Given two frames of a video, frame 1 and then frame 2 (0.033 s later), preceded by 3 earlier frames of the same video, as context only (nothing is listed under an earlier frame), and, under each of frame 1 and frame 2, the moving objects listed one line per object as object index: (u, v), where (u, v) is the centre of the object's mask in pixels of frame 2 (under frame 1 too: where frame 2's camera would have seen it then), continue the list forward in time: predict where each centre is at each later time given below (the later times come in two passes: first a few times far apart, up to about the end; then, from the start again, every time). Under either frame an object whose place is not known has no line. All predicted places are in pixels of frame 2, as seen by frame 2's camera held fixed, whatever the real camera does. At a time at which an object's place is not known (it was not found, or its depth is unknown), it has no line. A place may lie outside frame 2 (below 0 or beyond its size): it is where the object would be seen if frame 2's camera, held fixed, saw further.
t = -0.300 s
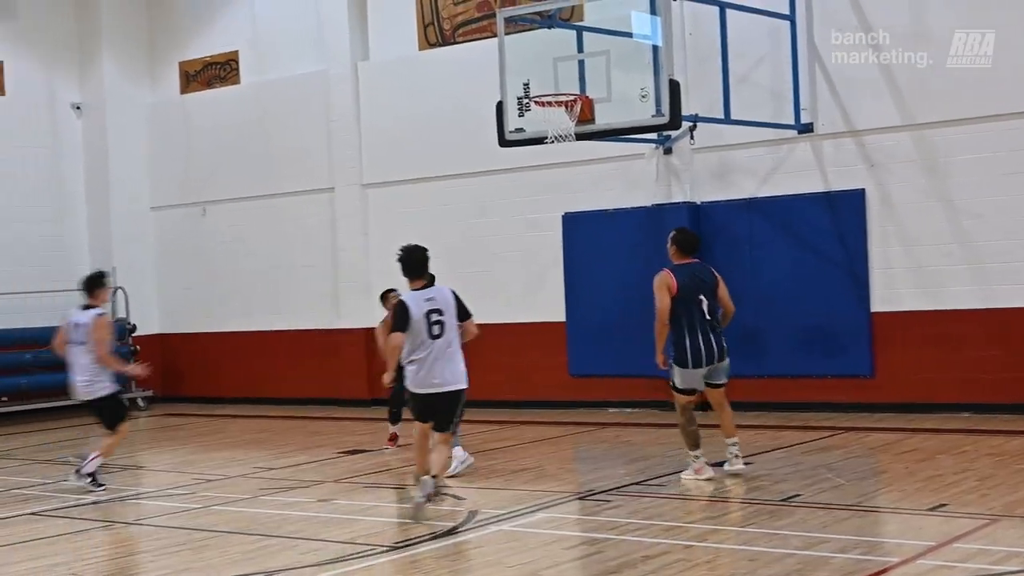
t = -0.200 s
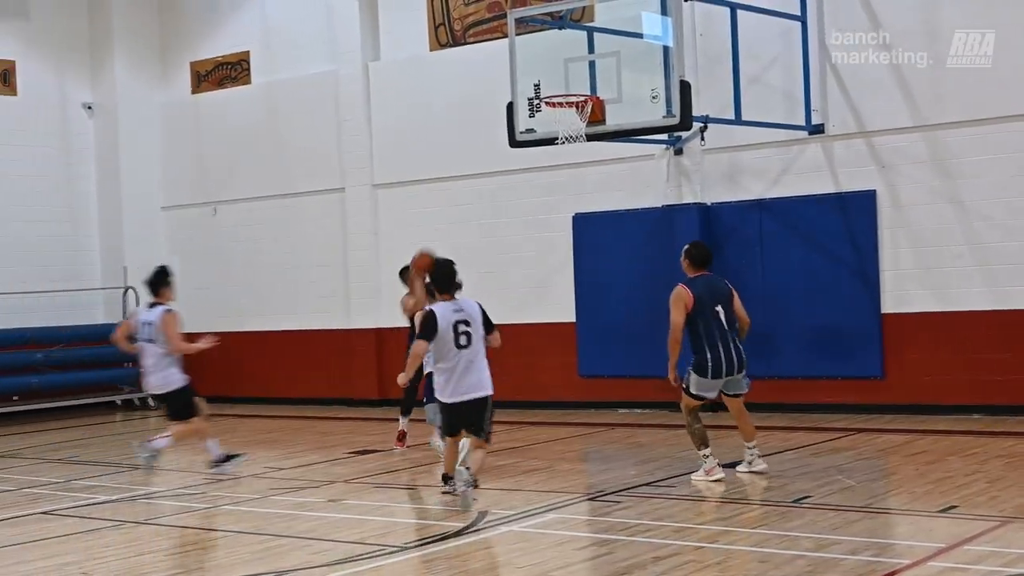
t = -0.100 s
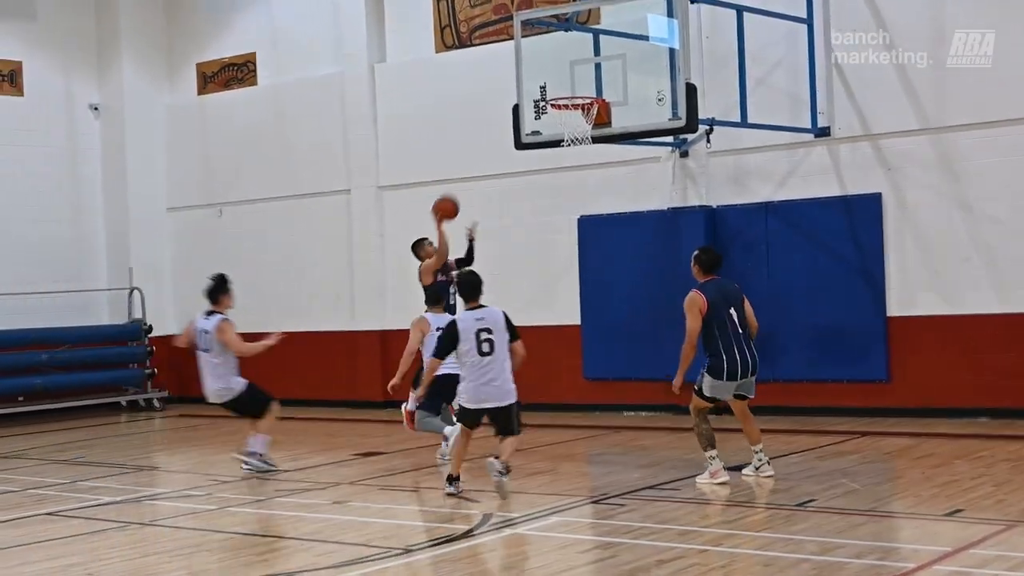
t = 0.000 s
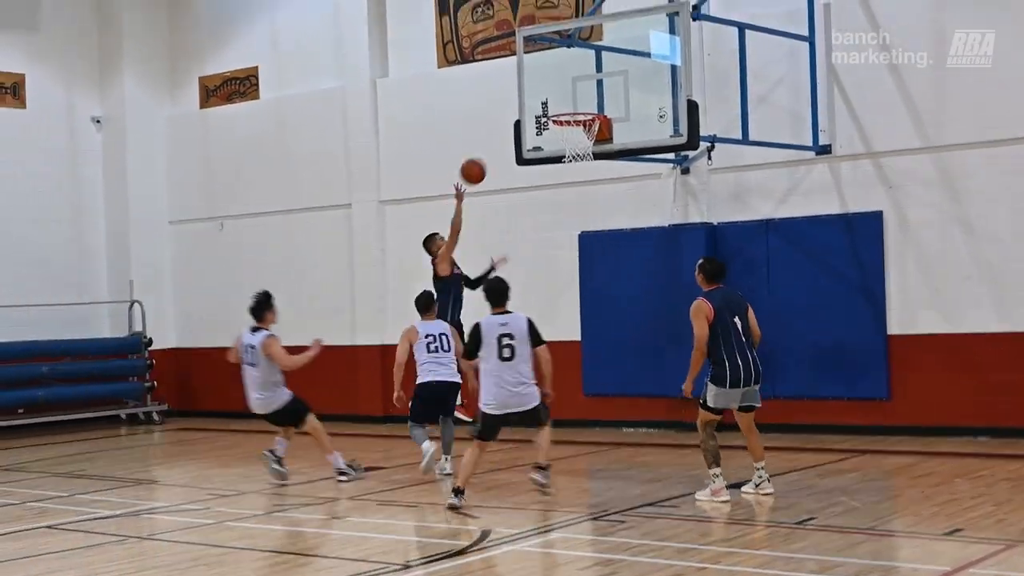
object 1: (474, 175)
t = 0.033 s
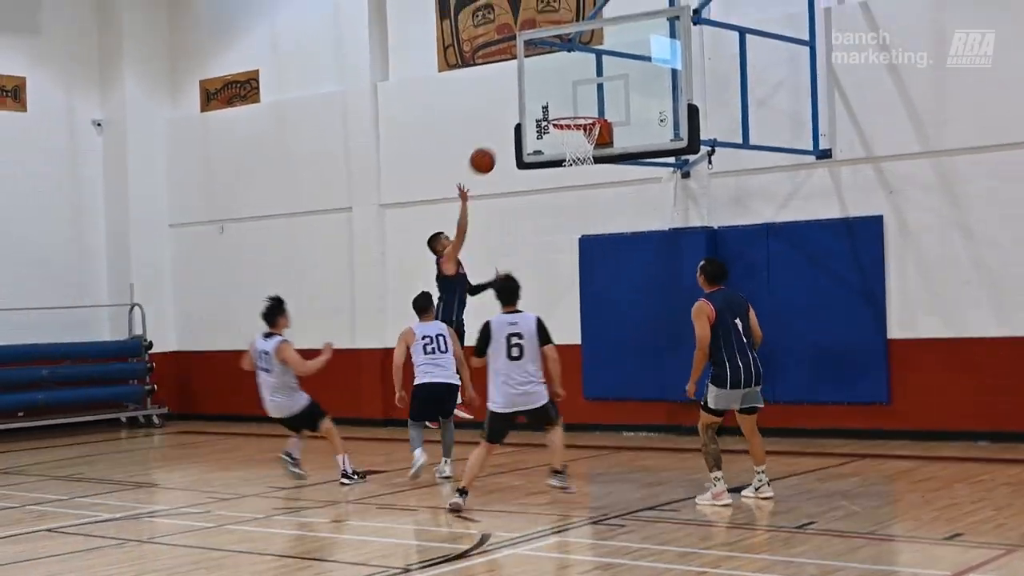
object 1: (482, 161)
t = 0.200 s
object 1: (528, 107)
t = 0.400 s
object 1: (560, 90)
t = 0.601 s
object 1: (564, 123)
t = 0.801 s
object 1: (573, 180)
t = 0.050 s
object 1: (487, 154)
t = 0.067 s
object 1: (491, 148)
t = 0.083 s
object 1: (496, 141)
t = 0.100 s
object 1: (500, 136)
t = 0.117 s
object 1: (505, 130)
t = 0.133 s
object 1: (509, 125)
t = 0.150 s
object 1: (514, 121)
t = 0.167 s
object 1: (518, 115)
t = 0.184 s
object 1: (523, 111)
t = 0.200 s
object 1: (528, 107)
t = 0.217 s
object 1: (532, 104)
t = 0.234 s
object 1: (537, 101)
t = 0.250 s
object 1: (541, 98)
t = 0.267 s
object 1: (546, 95)
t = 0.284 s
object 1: (550, 92)
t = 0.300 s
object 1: (555, 90)
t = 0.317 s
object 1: (559, 89)
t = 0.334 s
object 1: (559, 89)
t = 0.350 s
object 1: (559, 89)
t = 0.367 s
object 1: (560, 89)
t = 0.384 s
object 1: (560, 89)
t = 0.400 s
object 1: (560, 90)
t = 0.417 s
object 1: (561, 91)
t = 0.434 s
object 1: (561, 92)
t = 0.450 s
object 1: (561, 94)
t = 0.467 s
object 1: (562, 96)
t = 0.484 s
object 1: (562, 98)
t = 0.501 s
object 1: (562, 100)
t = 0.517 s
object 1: (563, 103)
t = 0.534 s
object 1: (563, 106)
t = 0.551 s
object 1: (564, 110)
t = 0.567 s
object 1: (563, 115)
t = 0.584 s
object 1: (564, 118)
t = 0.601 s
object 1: (564, 123)
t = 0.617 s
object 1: (565, 128)
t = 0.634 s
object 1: (565, 132)
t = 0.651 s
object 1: (566, 137)
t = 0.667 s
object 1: (567, 142)
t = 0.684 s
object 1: (568, 147)
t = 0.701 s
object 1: (569, 151)
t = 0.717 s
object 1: (569, 158)
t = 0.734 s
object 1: (570, 159)
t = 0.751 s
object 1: (571, 163)
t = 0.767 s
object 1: (572, 169)
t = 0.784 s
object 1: (572, 174)
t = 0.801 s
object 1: (573, 180)
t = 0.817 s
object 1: (574, 186)
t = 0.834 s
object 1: (575, 192)
